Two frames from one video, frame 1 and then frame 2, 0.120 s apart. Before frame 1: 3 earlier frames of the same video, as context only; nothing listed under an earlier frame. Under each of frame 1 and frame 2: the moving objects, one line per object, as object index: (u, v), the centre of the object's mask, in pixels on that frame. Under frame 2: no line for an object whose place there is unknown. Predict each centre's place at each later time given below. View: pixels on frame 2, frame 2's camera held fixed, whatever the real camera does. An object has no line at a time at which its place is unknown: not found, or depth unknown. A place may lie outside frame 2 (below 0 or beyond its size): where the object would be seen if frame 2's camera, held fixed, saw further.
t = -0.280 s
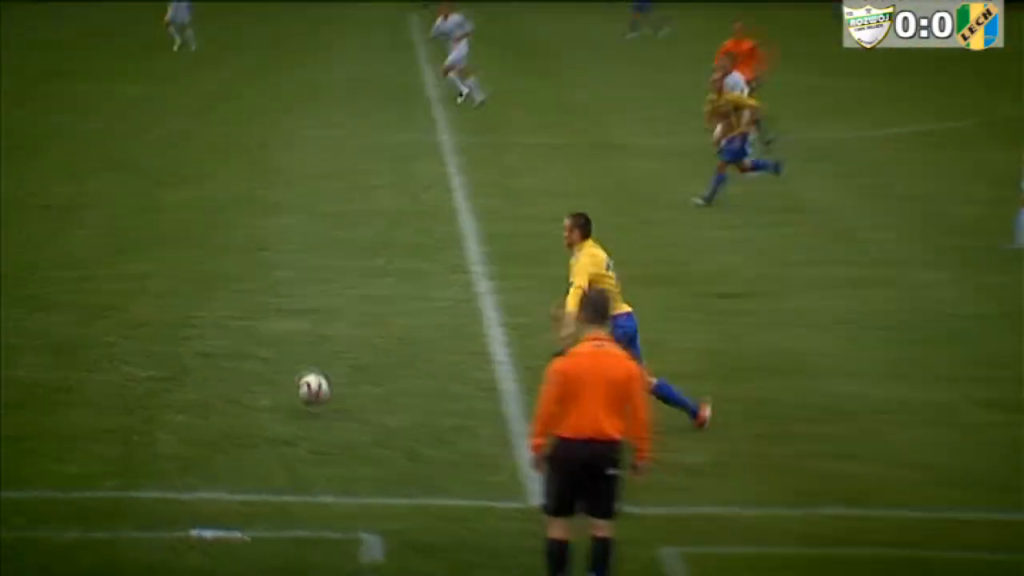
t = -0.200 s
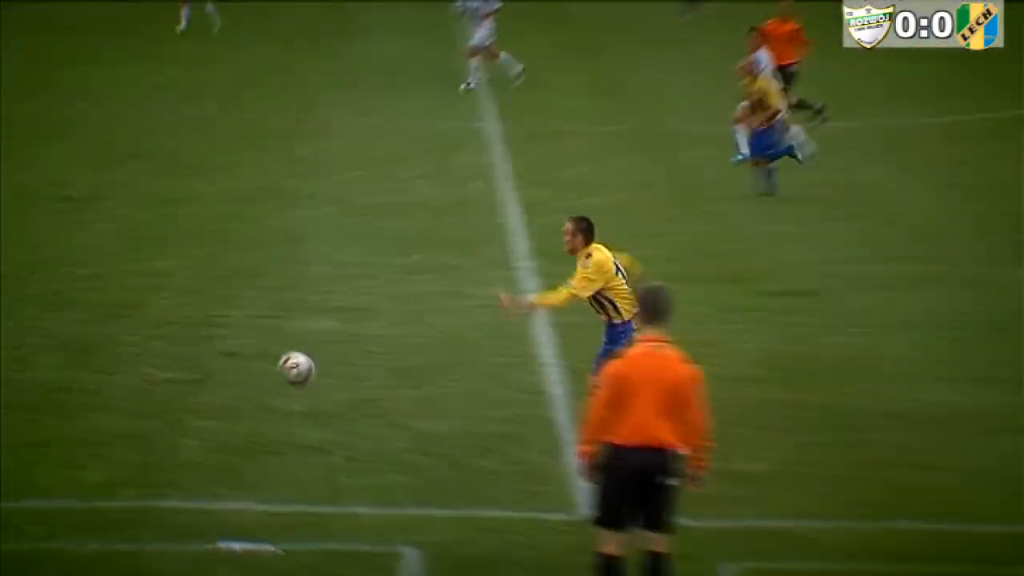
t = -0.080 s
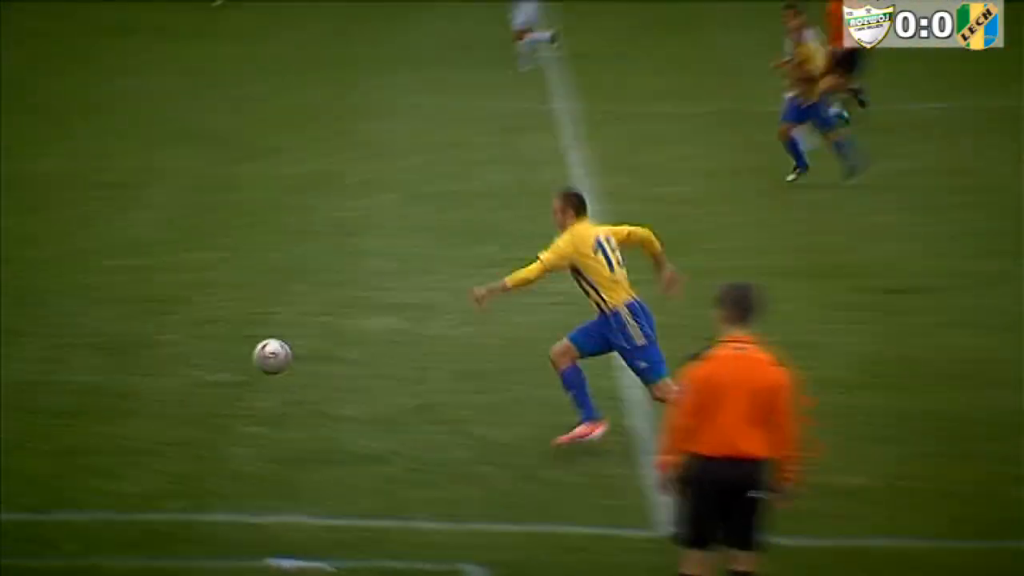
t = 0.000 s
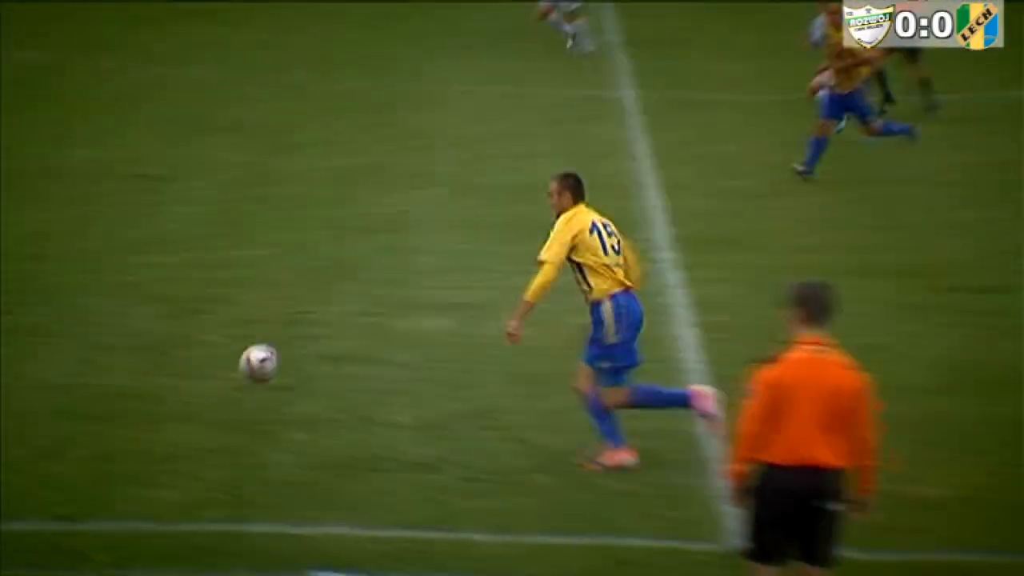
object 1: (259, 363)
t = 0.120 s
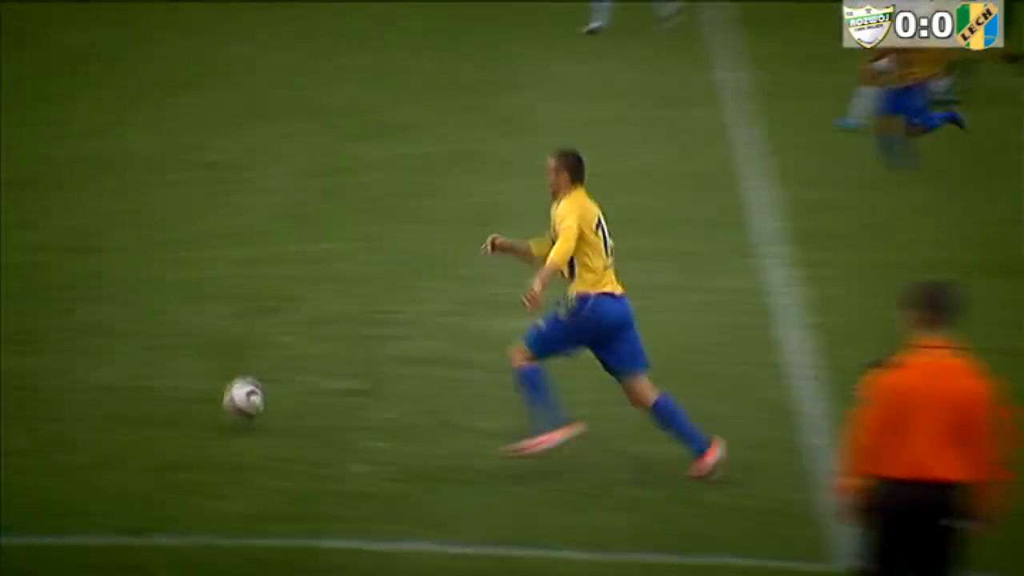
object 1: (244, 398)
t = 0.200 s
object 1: (183, 401)
